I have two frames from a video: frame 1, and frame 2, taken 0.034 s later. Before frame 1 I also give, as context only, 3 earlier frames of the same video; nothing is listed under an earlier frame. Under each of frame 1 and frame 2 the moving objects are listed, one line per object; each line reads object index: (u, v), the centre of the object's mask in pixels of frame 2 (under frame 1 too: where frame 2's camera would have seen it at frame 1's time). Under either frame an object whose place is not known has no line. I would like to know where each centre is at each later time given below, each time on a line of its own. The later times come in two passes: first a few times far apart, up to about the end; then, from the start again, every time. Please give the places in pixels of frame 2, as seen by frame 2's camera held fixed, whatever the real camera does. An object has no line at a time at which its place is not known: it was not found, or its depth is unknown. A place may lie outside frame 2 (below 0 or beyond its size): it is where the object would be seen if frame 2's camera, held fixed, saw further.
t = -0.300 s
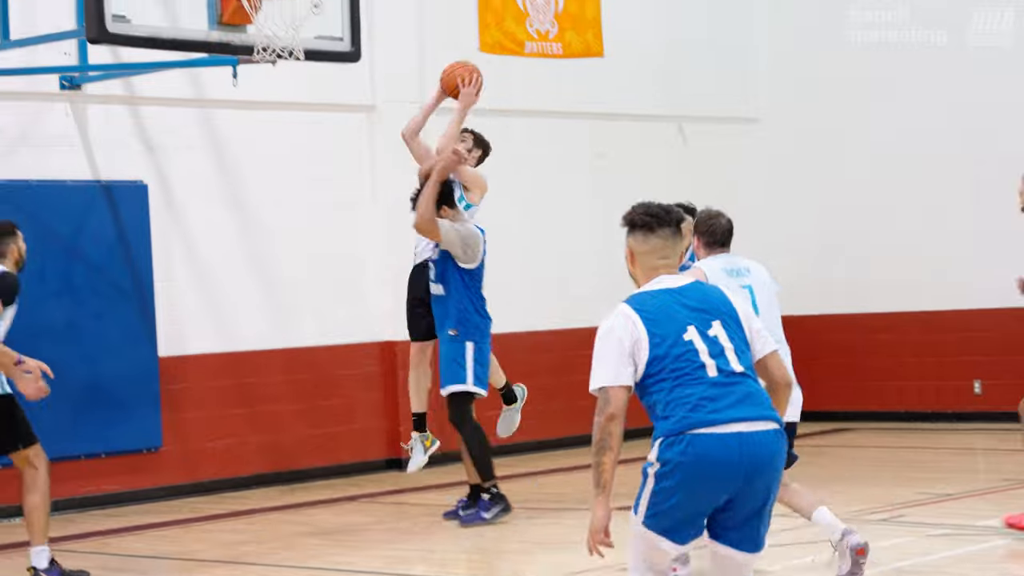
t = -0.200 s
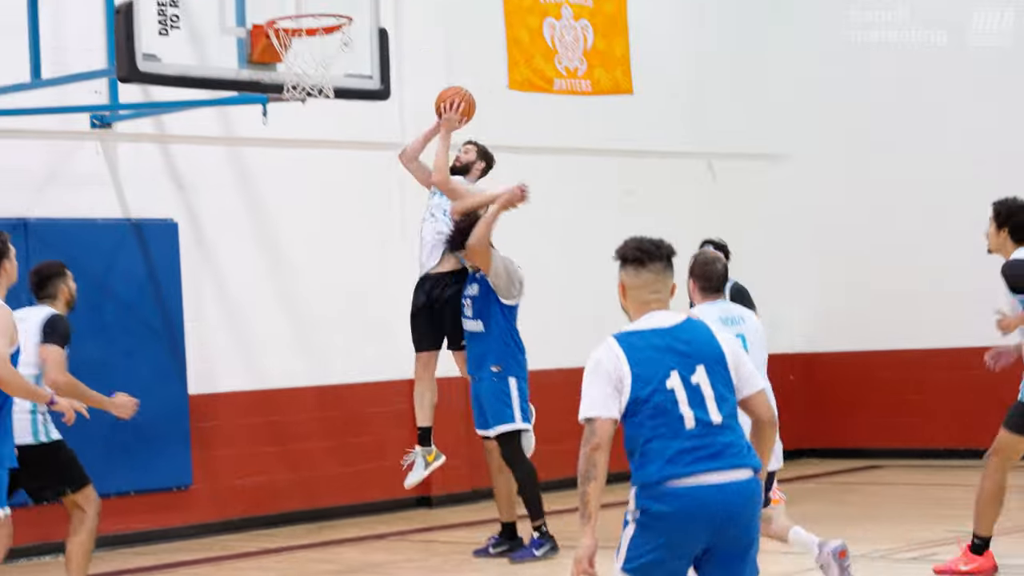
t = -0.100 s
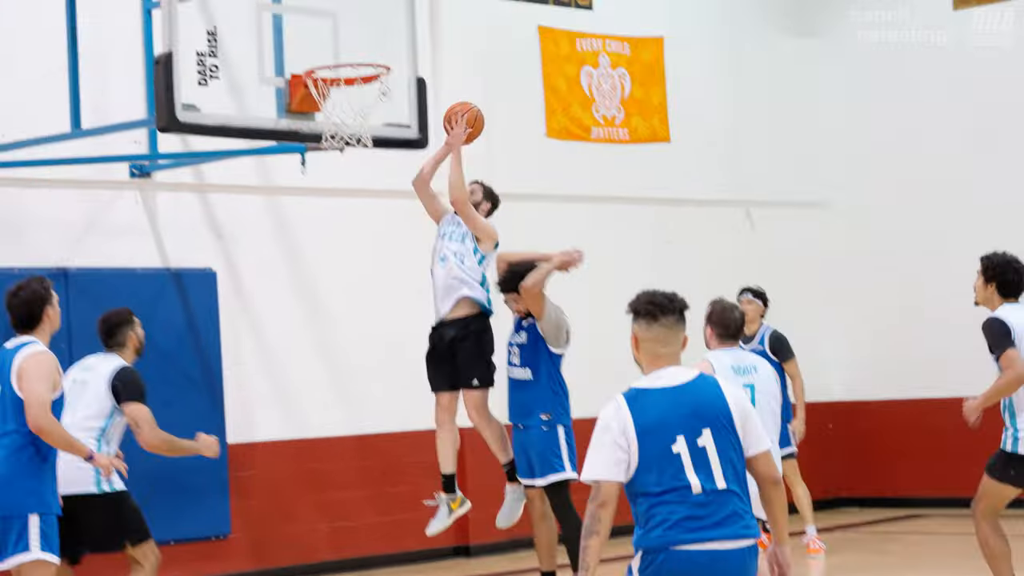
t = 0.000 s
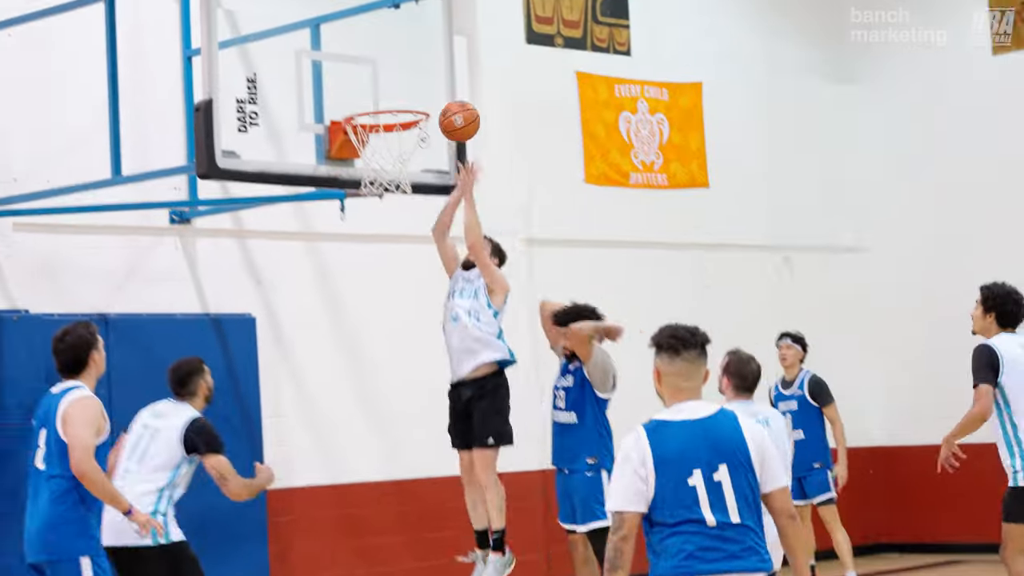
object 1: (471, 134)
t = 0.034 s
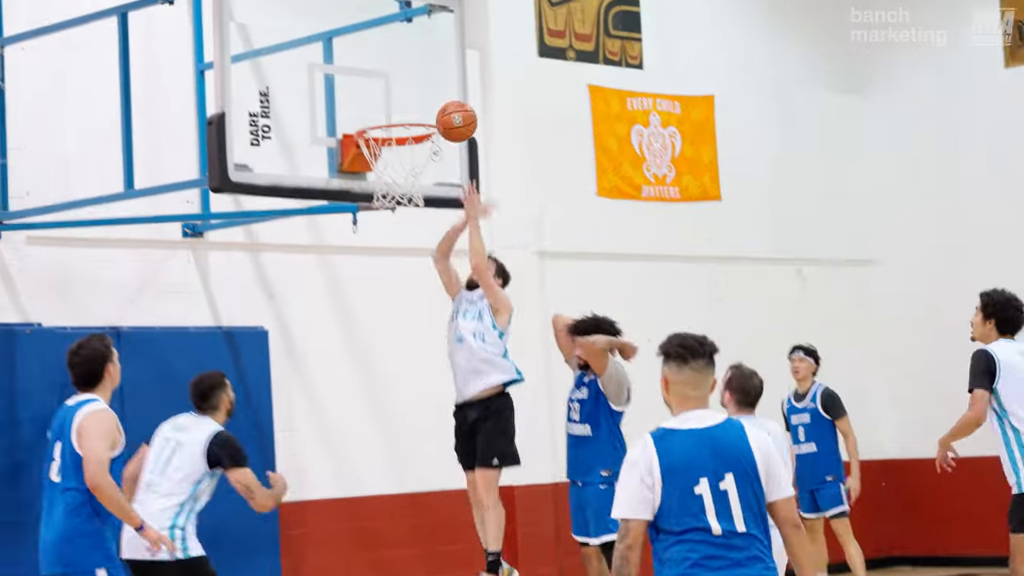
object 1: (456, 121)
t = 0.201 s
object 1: (398, 87)
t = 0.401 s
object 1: (377, 113)
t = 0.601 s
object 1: (416, 160)
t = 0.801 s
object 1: (440, 156)
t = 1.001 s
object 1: (413, 190)
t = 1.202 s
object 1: (378, 277)
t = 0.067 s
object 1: (441, 110)
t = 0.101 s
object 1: (427, 101)
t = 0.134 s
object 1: (412, 93)
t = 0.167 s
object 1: (402, 89)
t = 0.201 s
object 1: (398, 87)
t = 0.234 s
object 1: (394, 88)
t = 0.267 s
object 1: (391, 90)
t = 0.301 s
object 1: (387, 94)
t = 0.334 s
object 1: (384, 100)
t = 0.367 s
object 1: (380, 107)
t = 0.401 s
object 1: (377, 113)
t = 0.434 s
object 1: (378, 116)
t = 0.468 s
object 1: (387, 121)
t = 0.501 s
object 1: (391, 133)
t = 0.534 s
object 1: (399, 141)
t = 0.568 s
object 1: (407, 150)
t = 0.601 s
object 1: (416, 160)
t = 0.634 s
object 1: (425, 163)
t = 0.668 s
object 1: (432, 161)
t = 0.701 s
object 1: (437, 157)
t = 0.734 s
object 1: (440, 154)
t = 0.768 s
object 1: (441, 154)
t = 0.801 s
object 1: (440, 156)
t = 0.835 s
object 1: (437, 159)
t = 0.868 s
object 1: (435, 164)
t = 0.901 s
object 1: (431, 170)
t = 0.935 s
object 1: (426, 176)
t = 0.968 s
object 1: (420, 183)
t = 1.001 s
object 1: (413, 190)
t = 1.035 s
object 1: (408, 199)
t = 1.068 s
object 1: (401, 215)
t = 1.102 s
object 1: (395, 224)
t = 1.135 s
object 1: (389, 240)
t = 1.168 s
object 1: (383, 258)
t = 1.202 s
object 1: (378, 277)
